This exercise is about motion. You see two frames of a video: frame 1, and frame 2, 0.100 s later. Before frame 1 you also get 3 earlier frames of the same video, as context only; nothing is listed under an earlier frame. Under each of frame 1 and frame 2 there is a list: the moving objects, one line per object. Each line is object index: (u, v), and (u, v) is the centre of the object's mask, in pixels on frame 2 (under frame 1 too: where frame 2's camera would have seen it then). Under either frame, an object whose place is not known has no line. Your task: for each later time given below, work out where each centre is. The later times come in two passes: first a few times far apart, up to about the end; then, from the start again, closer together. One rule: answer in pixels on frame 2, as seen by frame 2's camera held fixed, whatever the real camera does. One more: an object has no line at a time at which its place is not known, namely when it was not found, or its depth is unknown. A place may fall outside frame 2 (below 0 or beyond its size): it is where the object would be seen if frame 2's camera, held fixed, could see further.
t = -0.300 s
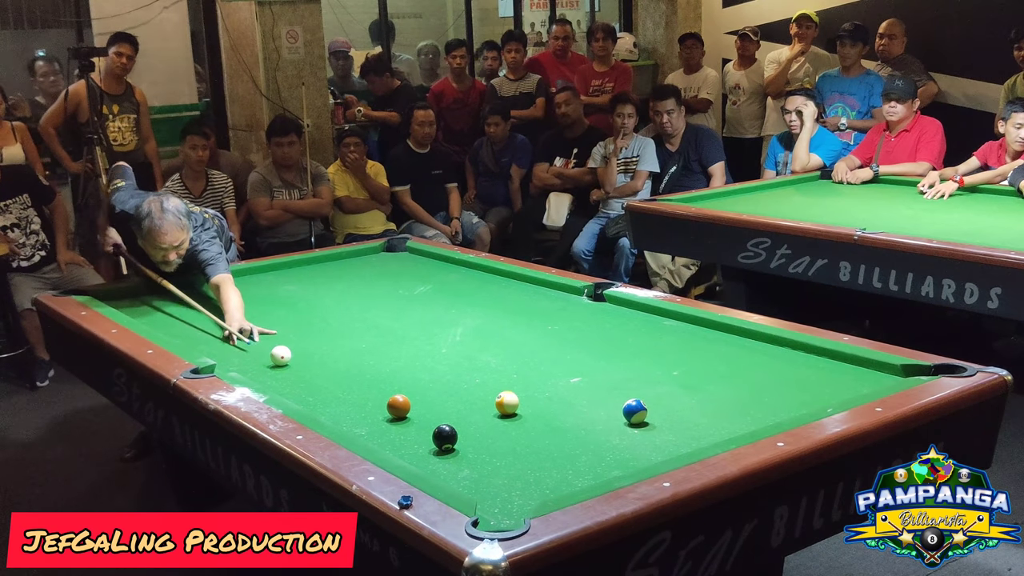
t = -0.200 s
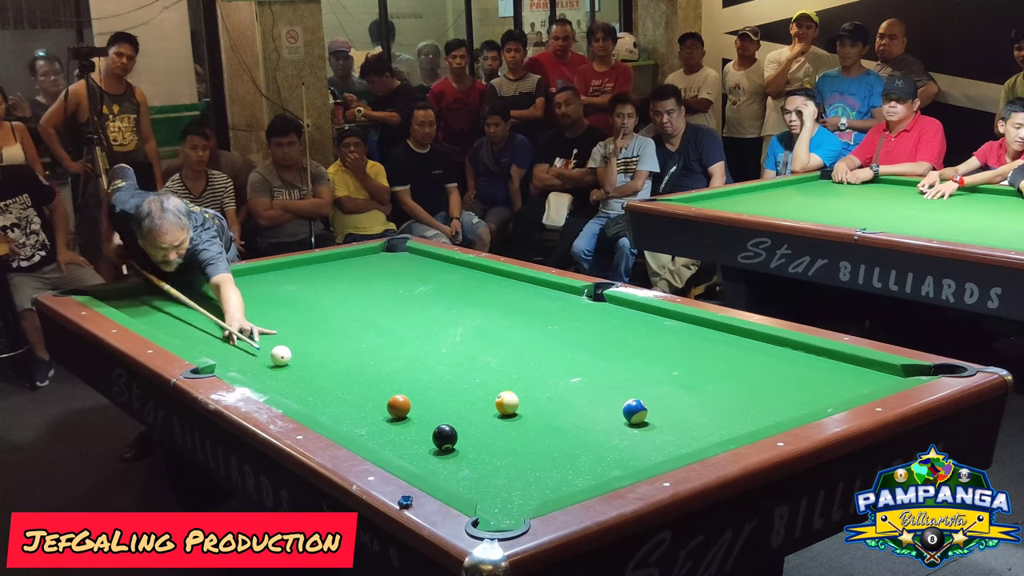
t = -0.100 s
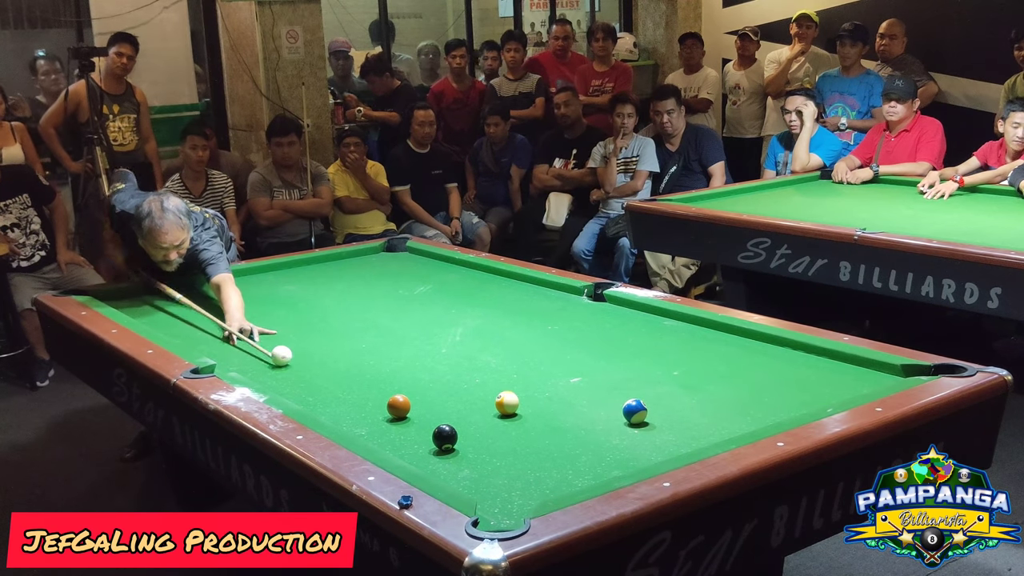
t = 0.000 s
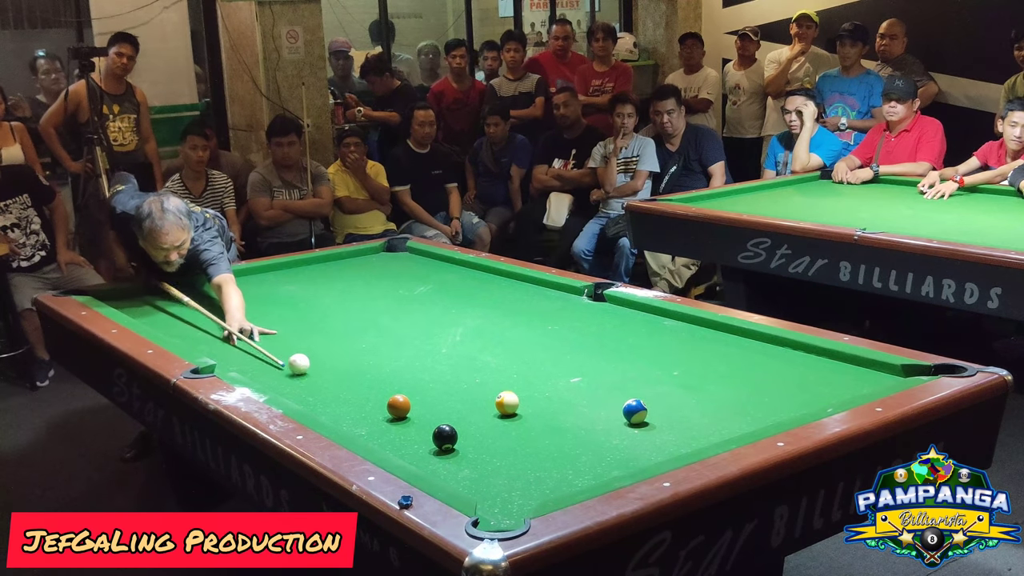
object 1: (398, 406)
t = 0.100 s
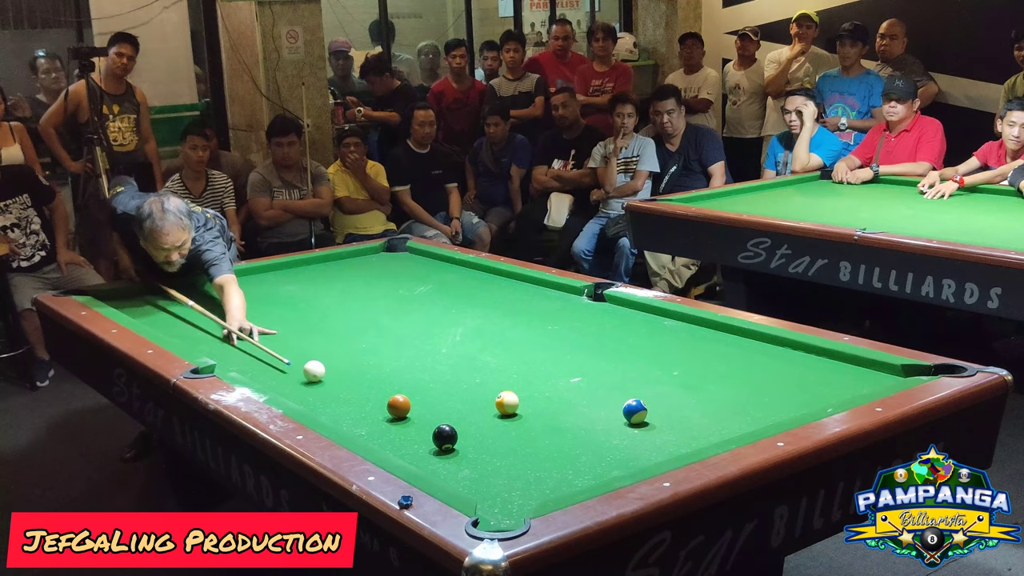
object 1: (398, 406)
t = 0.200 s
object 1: (398, 406)
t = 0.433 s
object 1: (399, 406)
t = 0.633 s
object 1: (399, 406)
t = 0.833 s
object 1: (427, 411)
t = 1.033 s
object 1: (455, 415)
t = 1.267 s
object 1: (485, 420)
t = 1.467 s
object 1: (513, 425)
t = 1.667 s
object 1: (538, 429)
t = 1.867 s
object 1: (562, 432)
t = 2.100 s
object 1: (586, 436)
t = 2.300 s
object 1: (608, 440)
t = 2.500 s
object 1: (628, 443)
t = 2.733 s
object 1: (650, 448)
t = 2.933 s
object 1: (667, 448)
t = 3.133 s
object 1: (679, 447)
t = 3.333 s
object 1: (676, 446)
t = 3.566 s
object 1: (674, 445)
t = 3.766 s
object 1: (672, 445)
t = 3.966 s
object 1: (671, 444)
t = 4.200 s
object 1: (671, 444)
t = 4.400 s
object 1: (671, 444)
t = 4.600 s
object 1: (671, 444)
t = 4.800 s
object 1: (671, 444)
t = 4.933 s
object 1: (671, 444)
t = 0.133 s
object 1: (398, 406)
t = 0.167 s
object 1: (398, 406)
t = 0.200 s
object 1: (398, 406)
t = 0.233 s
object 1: (398, 406)
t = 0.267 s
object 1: (399, 406)
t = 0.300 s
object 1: (398, 406)
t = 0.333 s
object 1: (398, 406)
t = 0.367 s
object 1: (398, 406)
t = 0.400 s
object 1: (398, 406)
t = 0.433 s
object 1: (399, 406)
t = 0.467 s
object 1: (398, 406)
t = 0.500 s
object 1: (398, 406)
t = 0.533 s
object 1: (398, 406)
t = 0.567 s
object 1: (398, 406)
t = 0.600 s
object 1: (398, 406)
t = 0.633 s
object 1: (399, 406)
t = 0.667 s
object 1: (404, 407)
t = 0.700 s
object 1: (409, 408)
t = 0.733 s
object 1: (414, 409)
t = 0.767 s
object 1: (421, 410)
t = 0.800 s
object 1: (423, 410)
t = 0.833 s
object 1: (427, 411)
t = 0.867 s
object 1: (432, 411)
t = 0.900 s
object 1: (436, 412)
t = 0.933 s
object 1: (441, 413)
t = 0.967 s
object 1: (446, 413)
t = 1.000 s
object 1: (450, 414)
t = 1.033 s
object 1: (455, 415)
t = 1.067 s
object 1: (459, 416)
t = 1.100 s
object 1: (463, 416)
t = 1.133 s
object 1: (468, 417)
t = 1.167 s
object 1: (473, 418)
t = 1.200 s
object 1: (477, 419)
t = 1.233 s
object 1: (481, 419)
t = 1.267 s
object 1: (485, 420)
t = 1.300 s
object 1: (490, 421)
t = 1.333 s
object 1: (494, 422)
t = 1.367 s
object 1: (498, 422)
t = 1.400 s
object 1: (503, 423)
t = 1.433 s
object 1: (509, 424)
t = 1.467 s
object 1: (513, 425)
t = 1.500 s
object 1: (517, 425)
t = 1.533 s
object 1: (521, 426)
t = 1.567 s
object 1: (525, 426)
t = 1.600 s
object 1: (530, 427)
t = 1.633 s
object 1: (534, 427)
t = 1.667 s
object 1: (538, 429)
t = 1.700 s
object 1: (542, 429)
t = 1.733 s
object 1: (546, 430)
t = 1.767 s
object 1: (550, 430)
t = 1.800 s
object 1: (554, 431)
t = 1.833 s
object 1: (558, 432)
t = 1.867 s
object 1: (562, 432)
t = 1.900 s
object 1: (565, 432)
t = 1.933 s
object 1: (567, 433)
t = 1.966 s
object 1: (571, 434)
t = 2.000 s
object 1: (575, 435)
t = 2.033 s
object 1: (579, 435)
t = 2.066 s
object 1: (583, 436)
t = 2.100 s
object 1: (586, 436)
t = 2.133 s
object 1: (590, 437)
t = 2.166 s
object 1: (593, 438)
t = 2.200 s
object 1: (597, 438)
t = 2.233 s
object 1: (601, 439)
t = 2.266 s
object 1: (604, 439)
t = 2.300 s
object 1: (608, 440)
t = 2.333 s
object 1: (611, 441)
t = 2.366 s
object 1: (615, 441)
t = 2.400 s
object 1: (618, 442)
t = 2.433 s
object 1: (621, 442)
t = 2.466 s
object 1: (625, 443)
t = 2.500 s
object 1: (628, 443)
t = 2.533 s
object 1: (631, 444)
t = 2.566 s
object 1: (634, 444)
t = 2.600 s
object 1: (637, 446)
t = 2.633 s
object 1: (641, 446)
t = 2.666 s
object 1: (644, 447)
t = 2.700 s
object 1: (647, 447)
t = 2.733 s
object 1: (650, 448)
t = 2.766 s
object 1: (653, 448)
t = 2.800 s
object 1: (656, 448)
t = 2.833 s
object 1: (659, 448)
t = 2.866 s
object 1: (662, 448)
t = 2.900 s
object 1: (664, 448)
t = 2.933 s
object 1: (667, 448)
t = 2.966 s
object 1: (670, 448)
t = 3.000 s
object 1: (672, 448)
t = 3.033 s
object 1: (675, 448)
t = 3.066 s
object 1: (677, 448)
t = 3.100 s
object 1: (679, 447)
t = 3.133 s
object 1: (679, 447)
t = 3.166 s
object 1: (678, 447)
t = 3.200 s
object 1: (678, 447)
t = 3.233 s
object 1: (677, 447)
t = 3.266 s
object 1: (677, 447)
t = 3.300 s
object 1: (677, 446)
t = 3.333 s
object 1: (676, 446)
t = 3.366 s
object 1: (676, 446)
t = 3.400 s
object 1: (675, 446)
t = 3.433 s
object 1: (675, 446)
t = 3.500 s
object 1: (675, 446)
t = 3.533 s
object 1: (674, 445)
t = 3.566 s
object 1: (674, 445)
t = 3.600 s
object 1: (674, 445)
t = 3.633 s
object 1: (673, 445)
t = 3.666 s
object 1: (673, 445)
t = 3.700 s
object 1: (673, 445)
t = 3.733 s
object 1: (673, 445)
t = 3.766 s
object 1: (672, 445)
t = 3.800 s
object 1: (672, 445)
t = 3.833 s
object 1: (672, 445)
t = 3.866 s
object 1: (672, 444)
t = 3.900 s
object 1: (672, 444)
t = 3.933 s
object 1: (672, 444)
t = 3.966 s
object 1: (671, 444)
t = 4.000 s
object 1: (671, 444)
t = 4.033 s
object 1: (671, 444)
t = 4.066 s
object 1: (671, 444)
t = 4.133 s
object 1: (671, 444)
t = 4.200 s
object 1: (671, 444)
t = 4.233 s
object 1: (671, 444)
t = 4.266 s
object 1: (671, 444)
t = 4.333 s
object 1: (671, 444)
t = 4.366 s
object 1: (671, 444)
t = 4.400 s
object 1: (671, 444)
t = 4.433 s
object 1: (671, 444)
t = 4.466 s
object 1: (671, 444)
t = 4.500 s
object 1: (671, 444)
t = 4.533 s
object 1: (671, 444)
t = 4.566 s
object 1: (671, 444)
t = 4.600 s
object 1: (671, 444)
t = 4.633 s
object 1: (671, 444)
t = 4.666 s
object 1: (671, 444)
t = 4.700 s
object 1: (671, 444)
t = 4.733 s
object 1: (671, 444)
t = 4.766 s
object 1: (671, 444)
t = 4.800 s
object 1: (671, 444)
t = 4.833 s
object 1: (671, 444)
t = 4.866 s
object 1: (671, 444)
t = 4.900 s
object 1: (671, 444)
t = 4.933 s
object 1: (671, 444)
